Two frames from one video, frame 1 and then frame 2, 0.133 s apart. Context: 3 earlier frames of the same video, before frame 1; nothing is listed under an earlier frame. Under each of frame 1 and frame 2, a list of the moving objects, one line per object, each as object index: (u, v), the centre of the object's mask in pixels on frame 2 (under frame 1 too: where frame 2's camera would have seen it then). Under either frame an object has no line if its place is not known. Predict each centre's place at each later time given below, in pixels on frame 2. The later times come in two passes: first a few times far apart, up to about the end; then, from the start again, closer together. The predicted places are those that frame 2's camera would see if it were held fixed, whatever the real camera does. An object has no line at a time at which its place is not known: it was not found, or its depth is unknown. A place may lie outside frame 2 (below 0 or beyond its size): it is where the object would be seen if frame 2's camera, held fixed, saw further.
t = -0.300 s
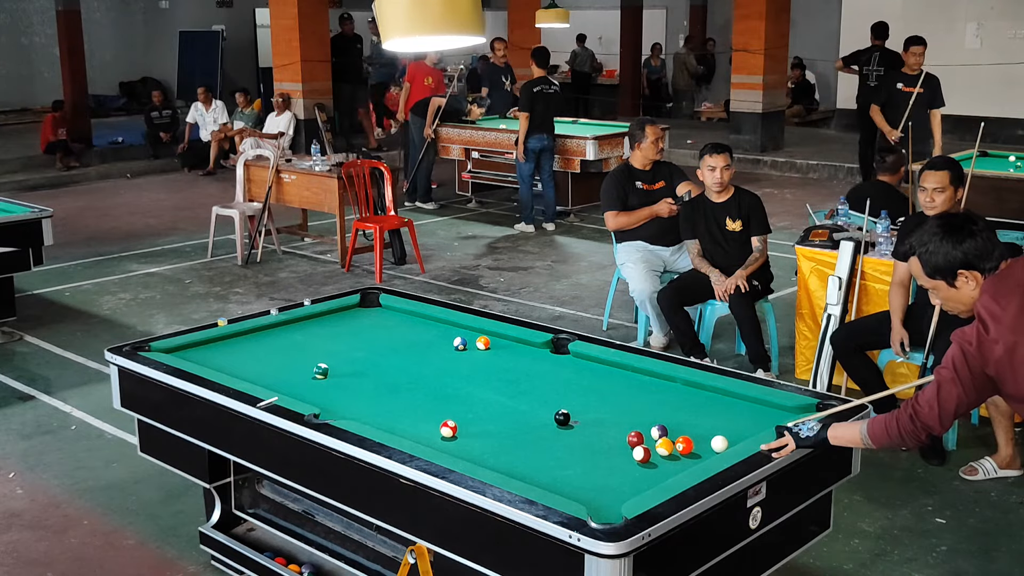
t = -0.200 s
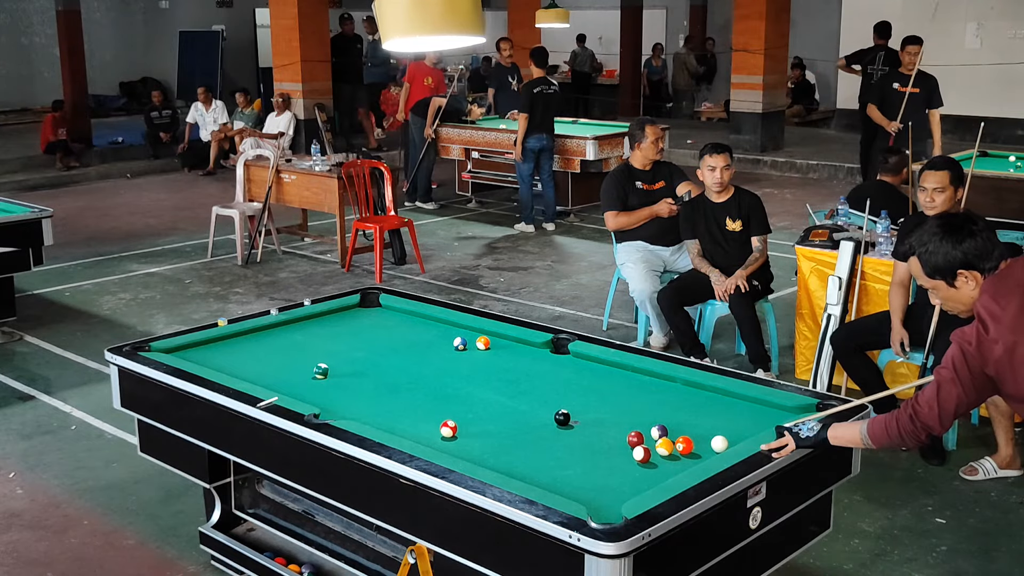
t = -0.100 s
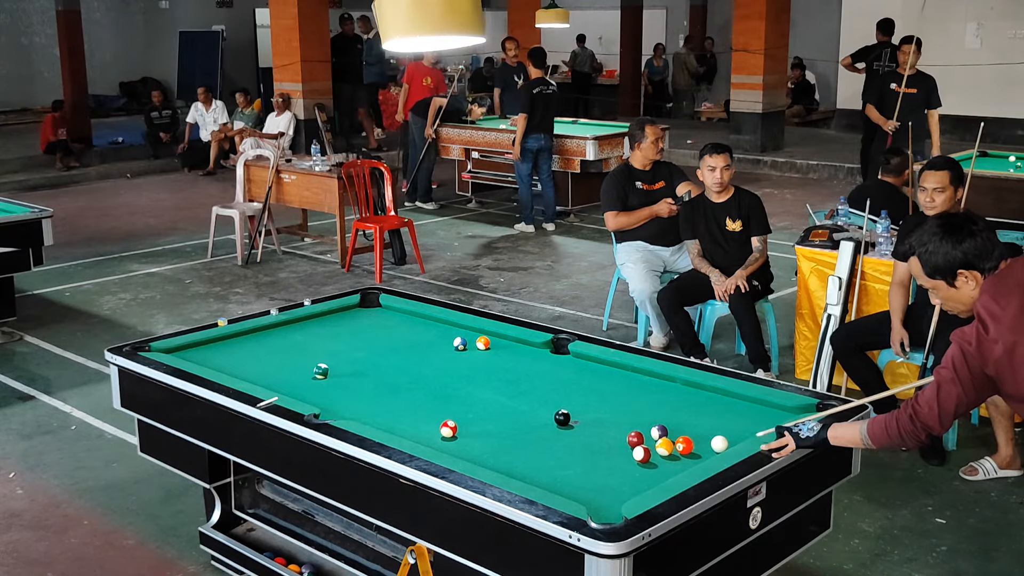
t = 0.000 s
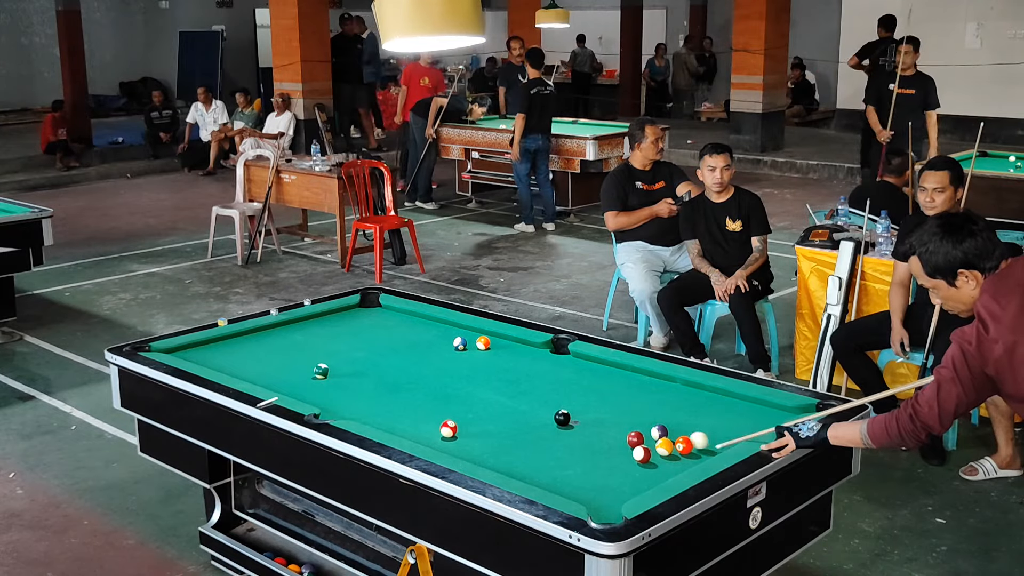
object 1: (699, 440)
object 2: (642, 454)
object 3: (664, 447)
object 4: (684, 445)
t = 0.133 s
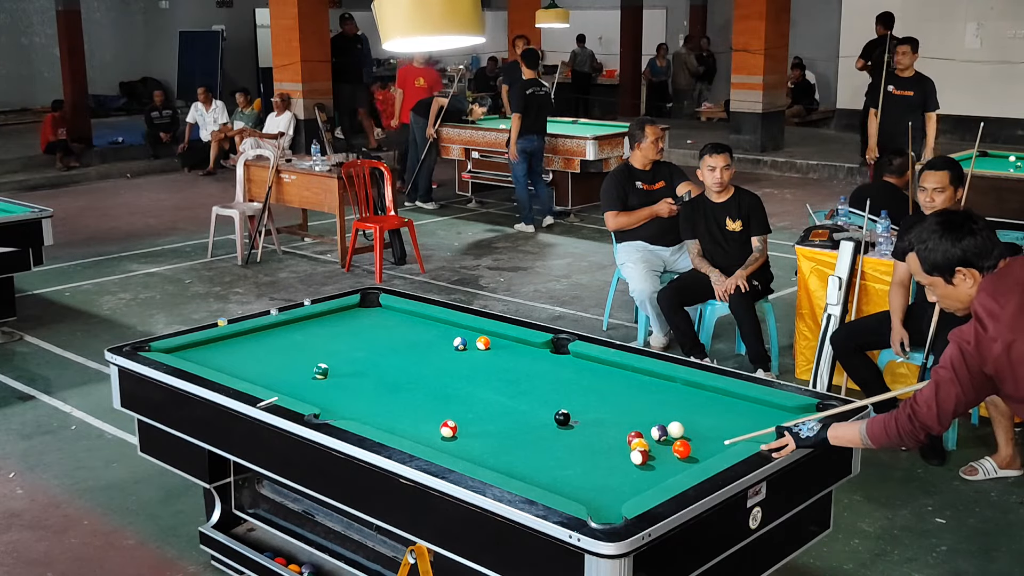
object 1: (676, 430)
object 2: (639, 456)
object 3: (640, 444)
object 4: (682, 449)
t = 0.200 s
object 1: (669, 424)
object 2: (637, 458)
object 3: (629, 445)
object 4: (681, 450)
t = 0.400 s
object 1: (646, 412)
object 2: (630, 463)
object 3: (601, 443)
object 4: (681, 455)
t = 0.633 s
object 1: (623, 398)
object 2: (623, 469)
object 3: (572, 440)
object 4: (683, 459)
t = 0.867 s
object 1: (604, 386)
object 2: (617, 474)
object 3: (545, 437)
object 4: (683, 462)
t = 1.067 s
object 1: (590, 377)
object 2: (614, 478)
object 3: (524, 436)
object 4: (682, 464)
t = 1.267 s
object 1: (576, 369)
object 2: (611, 481)
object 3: (506, 434)
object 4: (682, 465)
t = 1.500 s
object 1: (563, 361)
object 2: (608, 483)
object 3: (487, 433)
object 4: (682, 466)
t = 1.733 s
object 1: (551, 353)
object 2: (607, 484)
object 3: (470, 432)
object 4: (683, 465)
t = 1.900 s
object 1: (543, 348)
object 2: (606, 485)
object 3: (461, 432)
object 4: (683, 465)
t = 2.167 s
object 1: (530, 347)
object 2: (605, 485)
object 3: (456, 433)
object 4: (683, 465)
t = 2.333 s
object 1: (522, 348)
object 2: (605, 485)
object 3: (455, 434)
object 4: (684, 465)
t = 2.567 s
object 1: (513, 349)
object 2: (605, 485)
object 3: (454, 434)
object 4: (684, 465)
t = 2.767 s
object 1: (506, 350)
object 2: (605, 485)
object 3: (455, 434)
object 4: (684, 465)
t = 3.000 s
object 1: (500, 351)
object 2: (605, 485)
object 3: (455, 434)
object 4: (684, 465)
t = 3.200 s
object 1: (496, 352)
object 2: (605, 485)
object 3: (455, 434)
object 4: (684, 465)
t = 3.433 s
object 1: (494, 352)
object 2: (605, 485)
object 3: (455, 434)
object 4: (684, 465)
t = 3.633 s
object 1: (494, 353)
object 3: (455, 434)
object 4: (684, 465)
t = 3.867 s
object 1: (494, 353)
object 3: (455, 434)
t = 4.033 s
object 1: (494, 353)
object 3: (455, 434)
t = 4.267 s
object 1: (494, 353)
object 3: (455, 434)
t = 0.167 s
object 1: (672, 427)
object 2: (638, 457)
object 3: (634, 444)
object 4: (682, 449)
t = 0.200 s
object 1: (669, 424)
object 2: (637, 458)
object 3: (629, 445)
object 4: (681, 450)
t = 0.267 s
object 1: (660, 419)
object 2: (634, 459)
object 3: (620, 445)
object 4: (682, 452)
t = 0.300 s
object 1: (656, 418)
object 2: (633, 460)
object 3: (615, 444)
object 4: (681, 453)
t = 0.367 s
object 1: (649, 414)
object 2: (631, 462)
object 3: (606, 443)
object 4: (681, 454)
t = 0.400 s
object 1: (646, 412)
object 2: (630, 463)
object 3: (601, 443)
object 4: (681, 455)
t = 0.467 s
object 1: (639, 408)
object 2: (628, 465)
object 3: (593, 442)
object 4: (682, 456)
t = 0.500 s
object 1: (636, 406)
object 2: (627, 466)
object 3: (588, 442)
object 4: (682, 456)
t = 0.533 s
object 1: (633, 404)
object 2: (626, 467)
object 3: (584, 441)
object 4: (682, 457)
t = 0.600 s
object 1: (627, 400)
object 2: (624, 468)
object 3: (576, 441)
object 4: (683, 458)
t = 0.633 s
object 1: (623, 398)
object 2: (623, 469)
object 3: (572, 440)
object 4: (683, 459)
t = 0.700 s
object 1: (618, 395)
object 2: (621, 471)
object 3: (564, 439)
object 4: (683, 460)
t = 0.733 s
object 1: (615, 393)
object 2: (620, 471)
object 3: (560, 439)
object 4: (683, 461)
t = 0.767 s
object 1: (612, 391)
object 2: (620, 472)
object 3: (556, 439)
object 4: (683, 461)
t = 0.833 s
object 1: (607, 388)
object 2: (618, 473)
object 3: (549, 438)
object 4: (683, 462)
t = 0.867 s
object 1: (604, 386)
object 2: (617, 474)
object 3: (545, 437)
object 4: (683, 462)
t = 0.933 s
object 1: (599, 383)
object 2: (616, 476)
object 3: (538, 437)
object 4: (683, 463)
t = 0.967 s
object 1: (597, 381)
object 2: (616, 476)
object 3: (534, 437)
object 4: (683, 463)
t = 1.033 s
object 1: (592, 379)
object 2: (614, 478)
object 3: (527, 436)
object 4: (682, 464)
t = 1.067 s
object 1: (590, 377)
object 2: (614, 478)
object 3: (524, 436)
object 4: (682, 464)
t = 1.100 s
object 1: (587, 376)
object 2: (613, 478)
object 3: (521, 436)
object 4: (682, 464)
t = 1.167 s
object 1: (583, 373)
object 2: (612, 479)
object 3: (515, 435)
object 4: (682, 465)
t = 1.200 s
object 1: (581, 372)
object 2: (611, 480)
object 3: (512, 435)
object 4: (682, 465)
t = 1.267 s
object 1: (576, 369)
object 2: (611, 481)
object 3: (506, 434)
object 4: (682, 465)
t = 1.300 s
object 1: (574, 368)
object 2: (610, 481)
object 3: (503, 434)
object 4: (682, 465)
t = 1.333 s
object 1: (572, 366)
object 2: (610, 481)
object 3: (500, 434)
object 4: (682, 465)
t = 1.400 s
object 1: (568, 364)
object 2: (609, 482)
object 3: (495, 434)
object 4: (682, 465)
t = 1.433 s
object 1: (566, 363)
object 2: (608, 482)
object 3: (492, 433)
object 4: (682, 465)
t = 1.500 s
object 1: (563, 361)
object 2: (608, 483)
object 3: (487, 433)
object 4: (682, 466)
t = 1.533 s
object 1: (561, 360)
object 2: (607, 483)
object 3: (484, 433)
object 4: (682, 466)
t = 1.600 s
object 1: (557, 357)
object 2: (607, 484)
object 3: (479, 433)
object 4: (683, 466)
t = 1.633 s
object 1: (556, 356)
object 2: (607, 484)
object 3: (477, 432)
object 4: (683, 466)
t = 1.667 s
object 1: (554, 355)
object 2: (607, 484)
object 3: (475, 432)
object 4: (683, 466)
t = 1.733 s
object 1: (551, 353)
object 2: (607, 484)
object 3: (470, 432)
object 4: (683, 465)
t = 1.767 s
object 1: (549, 352)
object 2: (607, 485)
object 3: (468, 432)
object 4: (683, 466)
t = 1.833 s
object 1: (546, 350)
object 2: (607, 485)
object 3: (464, 432)
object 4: (683, 465)
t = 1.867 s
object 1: (545, 349)
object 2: (606, 485)
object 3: (462, 432)
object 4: (683, 465)
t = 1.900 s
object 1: (543, 348)
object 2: (606, 485)
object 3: (461, 432)
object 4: (683, 465)
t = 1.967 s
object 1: (540, 346)
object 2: (606, 485)
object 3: (459, 432)
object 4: (683, 465)
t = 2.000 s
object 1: (539, 346)
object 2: (606, 485)
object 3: (458, 432)
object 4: (683, 465)
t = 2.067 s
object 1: (535, 346)
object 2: (605, 485)
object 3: (457, 433)
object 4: (683, 465)
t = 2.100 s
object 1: (534, 346)
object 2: (605, 485)
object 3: (457, 433)
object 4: (683, 465)
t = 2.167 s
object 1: (530, 347)
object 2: (605, 485)
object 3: (456, 433)
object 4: (683, 465)
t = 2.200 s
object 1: (529, 347)
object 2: (605, 485)
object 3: (456, 433)
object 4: (683, 465)
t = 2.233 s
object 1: (527, 347)
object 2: (605, 485)
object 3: (455, 433)
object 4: (684, 465)
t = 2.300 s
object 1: (524, 347)
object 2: (605, 485)
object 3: (455, 434)
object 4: (684, 465)
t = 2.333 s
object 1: (522, 348)
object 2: (605, 485)
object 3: (455, 434)
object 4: (684, 465)
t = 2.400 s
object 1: (519, 348)
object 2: (605, 485)
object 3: (454, 434)
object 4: (684, 465)
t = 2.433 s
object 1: (518, 349)
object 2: (605, 485)
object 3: (454, 434)
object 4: (684, 465)
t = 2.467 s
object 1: (517, 349)
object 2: (605, 485)
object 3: (454, 434)
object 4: (684, 465)
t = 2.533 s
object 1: (514, 349)
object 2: (605, 485)
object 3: (454, 434)
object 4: (684, 465)
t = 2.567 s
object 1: (513, 349)
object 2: (605, 485)
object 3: (454, 434)
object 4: (684, 465)
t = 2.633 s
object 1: (510, 350)
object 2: (605, 485)
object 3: (455, 434)
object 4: (684, 465)
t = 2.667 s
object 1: (509, 350)
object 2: (605, 485)
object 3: (455, 434)
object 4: (684, 465)
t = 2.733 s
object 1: (507, 350)
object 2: (605, 485)
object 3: (455, 434)
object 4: (684, 465)
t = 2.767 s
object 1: (506, 350)
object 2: (605, 485)
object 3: (455, 434)
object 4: (684, 465)
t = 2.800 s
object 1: (505, 351)
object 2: (605, 485)
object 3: (455, 434)
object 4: (684, 465)
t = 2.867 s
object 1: (503, 351)
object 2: (605, 485)
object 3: (455, 434)
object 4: (684, 465)
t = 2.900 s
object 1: (502, 351)
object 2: (605, 485)
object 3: (455, 434)
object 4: (684, 465)
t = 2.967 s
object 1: (501, 351)
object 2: (605, 485)
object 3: (455, 434)
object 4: (684, 465)
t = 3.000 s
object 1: (500, 351)
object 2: (605, 485)
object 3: (455, 434)
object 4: (684, 465)
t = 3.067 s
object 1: (498, 352)
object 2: (605, 485)
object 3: (455, 434)
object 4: (684, 465)
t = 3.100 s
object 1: (498, 352)
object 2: (605, 485)
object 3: (455, 434)
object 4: (684, 465)
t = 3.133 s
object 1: (497, 352)
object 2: (605, 485)
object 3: (455, 434)
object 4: (684, 465)
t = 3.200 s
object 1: (496, 352)
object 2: (605, 485)
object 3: (455, 434)
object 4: (684, 465)
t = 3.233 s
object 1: (496, 352)
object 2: (605, 485)
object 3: (455, 434)
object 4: (684, 465)
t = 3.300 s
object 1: (495, 352)
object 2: (605, 485)
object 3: (455, 434)
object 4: (684, 465)
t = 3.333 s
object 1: (494, 352)
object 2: (605, 485)
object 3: (455, 434)
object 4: (684, 465)
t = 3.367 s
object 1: (494, 352)
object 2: (605, 485)
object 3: (455, 434)
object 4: (684, 465)
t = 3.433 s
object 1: (494, 352)
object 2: (605, 485)
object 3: (455, 434)
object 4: (684, 465)
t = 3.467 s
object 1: (494, 352)
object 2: (605, 485)
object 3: (455, 434)
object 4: (684, 465)
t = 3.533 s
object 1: (494, 353)
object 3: (455, 434)
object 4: (684, 465)
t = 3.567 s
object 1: (494, 353)
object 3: (455, 434)
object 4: (684, 465)
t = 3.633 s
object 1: (494, 353)
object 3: (455, 434)
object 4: (684, 465)
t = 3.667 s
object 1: (494, 353)
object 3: (455, 434)
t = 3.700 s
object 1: (494, 353)
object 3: (455, 434)
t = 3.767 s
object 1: (494, 353)
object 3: (455, 434)
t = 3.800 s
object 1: (494, 353)
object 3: (455, 434)
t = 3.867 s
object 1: (494, 353)
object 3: (455, 434)
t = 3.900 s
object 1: (494, 353)
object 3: (455, 434)
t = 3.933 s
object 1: (494, 353)
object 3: (455, 434)
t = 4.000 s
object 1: (494, 352)
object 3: (455, 434)
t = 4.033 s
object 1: (494, 353)
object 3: (455, 434)
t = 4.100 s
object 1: (494, 353)
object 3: (455, 434)
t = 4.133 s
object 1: (494, 353)
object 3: (455, 434)
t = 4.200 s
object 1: (494, 353)
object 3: (455, 434)
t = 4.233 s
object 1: (494, 353)
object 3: (455, 434)
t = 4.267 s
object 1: (494, 353)
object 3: (455, 434)
